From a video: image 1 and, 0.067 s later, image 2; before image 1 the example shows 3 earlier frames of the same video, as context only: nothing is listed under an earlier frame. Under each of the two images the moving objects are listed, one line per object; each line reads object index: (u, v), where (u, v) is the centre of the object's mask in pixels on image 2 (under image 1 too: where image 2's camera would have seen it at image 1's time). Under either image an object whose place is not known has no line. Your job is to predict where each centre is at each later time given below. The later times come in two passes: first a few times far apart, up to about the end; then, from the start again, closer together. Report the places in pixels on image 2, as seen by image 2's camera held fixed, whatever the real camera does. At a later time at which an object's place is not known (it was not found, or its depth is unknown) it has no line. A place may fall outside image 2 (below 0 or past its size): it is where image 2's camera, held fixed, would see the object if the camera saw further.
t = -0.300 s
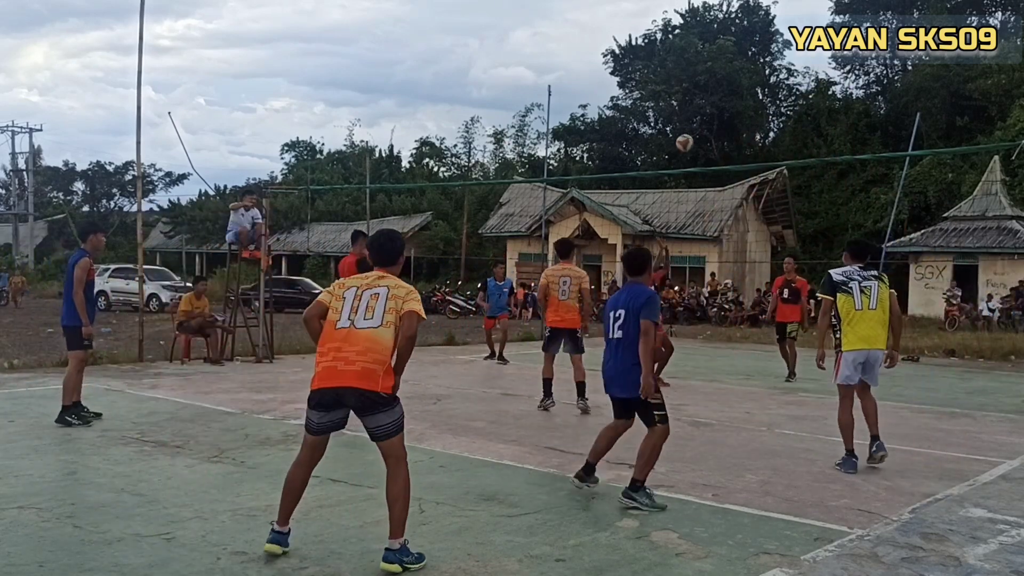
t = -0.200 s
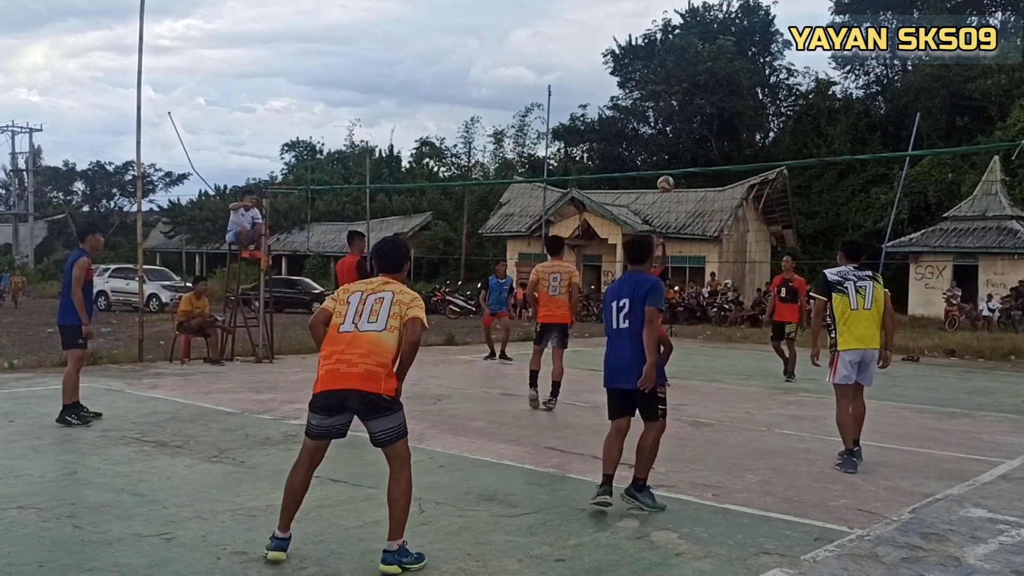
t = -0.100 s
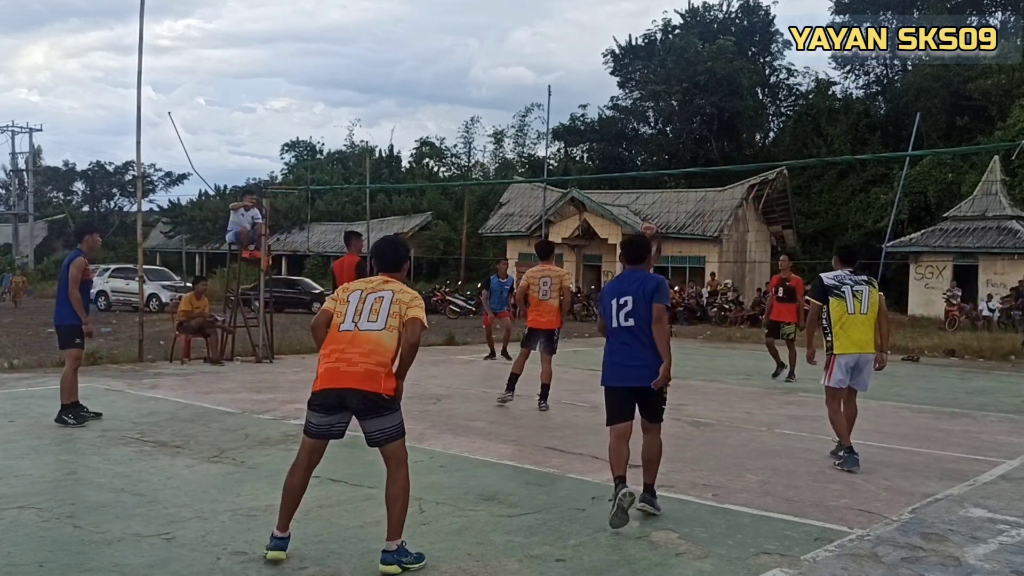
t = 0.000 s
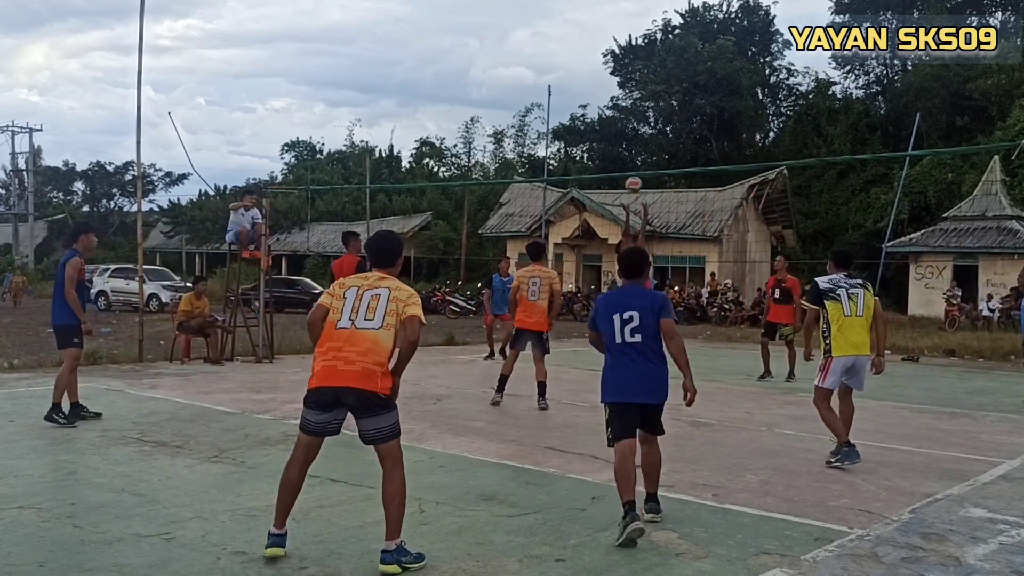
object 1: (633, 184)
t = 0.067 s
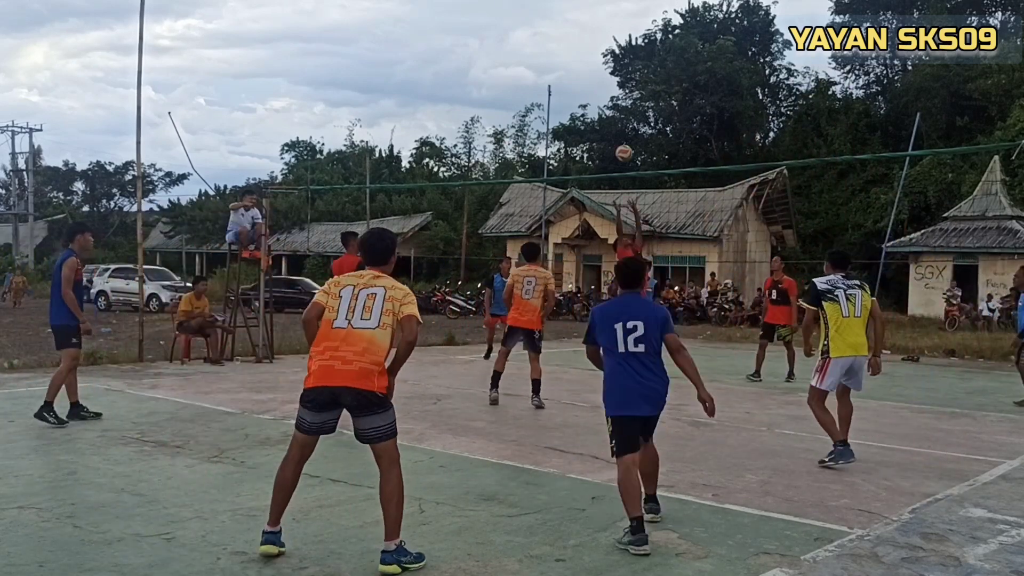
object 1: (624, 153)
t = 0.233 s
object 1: (600, 90)
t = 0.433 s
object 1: (571, 45)
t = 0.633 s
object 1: (541, 31)
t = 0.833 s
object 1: (512, 48)
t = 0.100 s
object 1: (619, 138)
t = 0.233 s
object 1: (600, 90)
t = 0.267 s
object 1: (595, 81)
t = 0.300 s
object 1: (590, 72)
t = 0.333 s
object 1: (585, 64)
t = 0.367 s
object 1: (580, 57)
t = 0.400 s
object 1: (576, 51)
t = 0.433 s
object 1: (571, 45)
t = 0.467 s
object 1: (566, 41)
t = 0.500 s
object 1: (561, 37)
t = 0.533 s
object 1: (556, 35)
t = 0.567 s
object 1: (551, 33)
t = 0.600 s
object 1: (546, 31)
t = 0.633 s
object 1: (541, 31)
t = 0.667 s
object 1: (536, 32)
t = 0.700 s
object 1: (532, 33)
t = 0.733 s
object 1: (527, 36)
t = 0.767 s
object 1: (522, 39)
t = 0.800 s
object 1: (517, 43)
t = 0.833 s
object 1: (512, 48)
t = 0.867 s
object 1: (507, 53)
